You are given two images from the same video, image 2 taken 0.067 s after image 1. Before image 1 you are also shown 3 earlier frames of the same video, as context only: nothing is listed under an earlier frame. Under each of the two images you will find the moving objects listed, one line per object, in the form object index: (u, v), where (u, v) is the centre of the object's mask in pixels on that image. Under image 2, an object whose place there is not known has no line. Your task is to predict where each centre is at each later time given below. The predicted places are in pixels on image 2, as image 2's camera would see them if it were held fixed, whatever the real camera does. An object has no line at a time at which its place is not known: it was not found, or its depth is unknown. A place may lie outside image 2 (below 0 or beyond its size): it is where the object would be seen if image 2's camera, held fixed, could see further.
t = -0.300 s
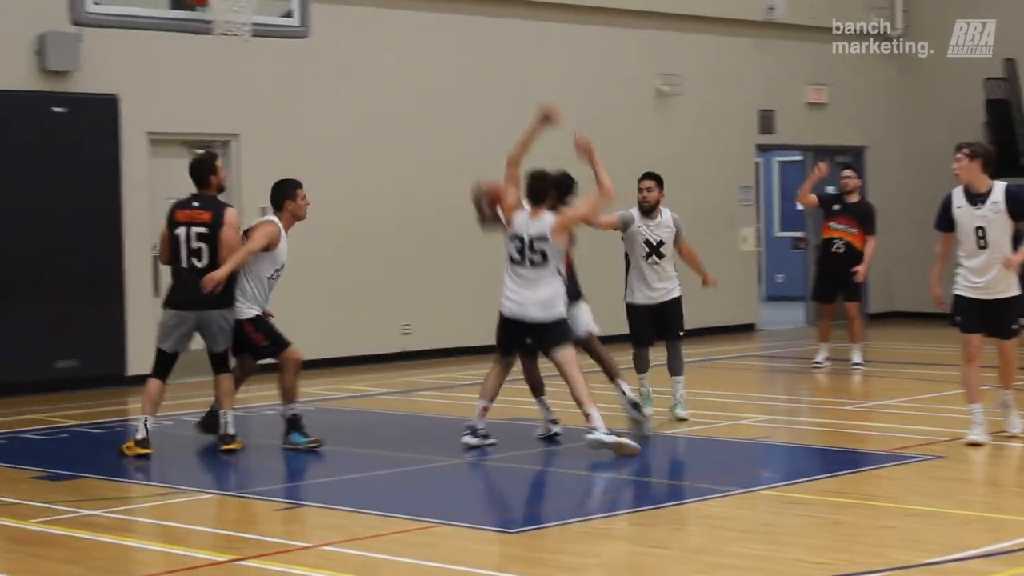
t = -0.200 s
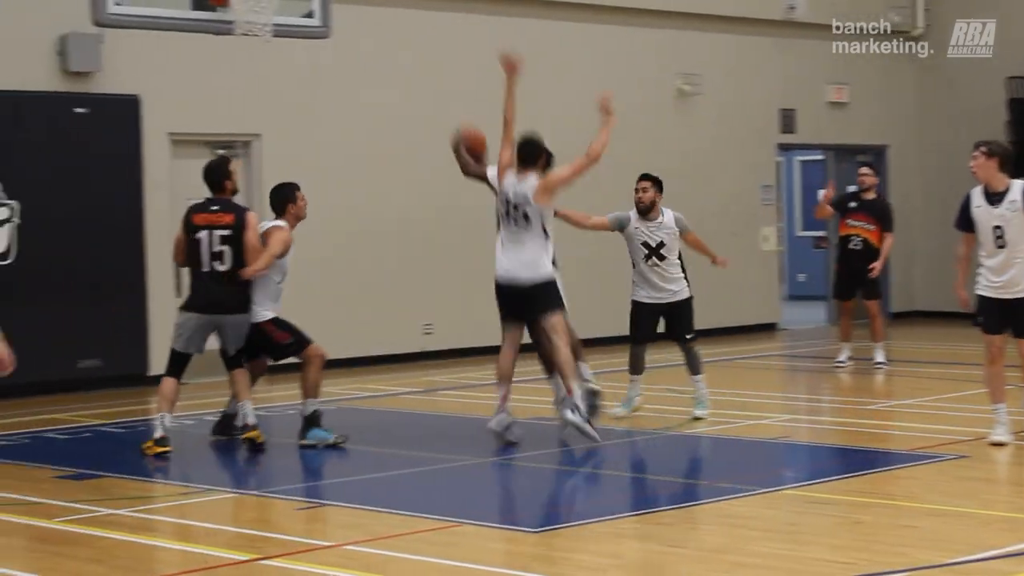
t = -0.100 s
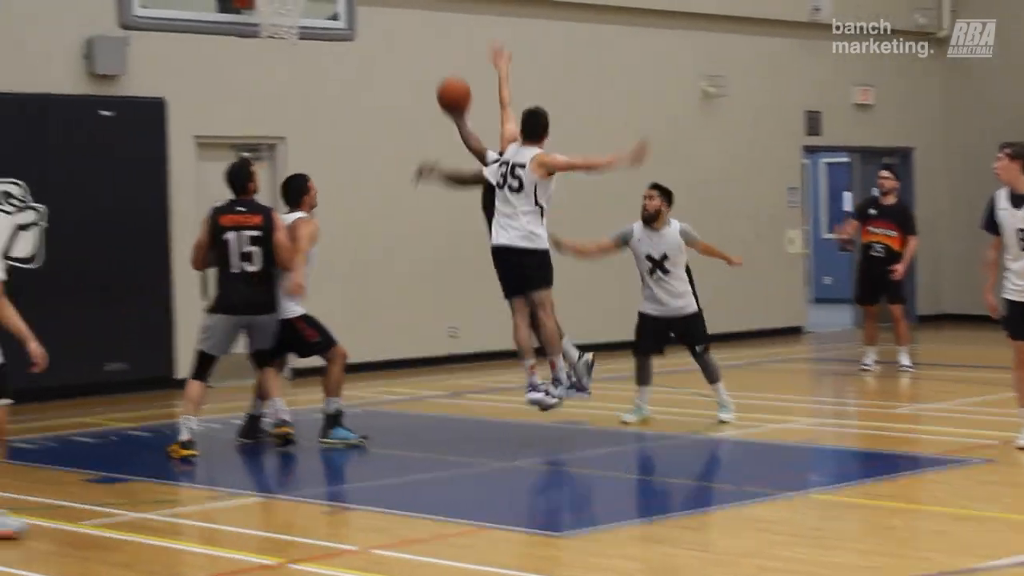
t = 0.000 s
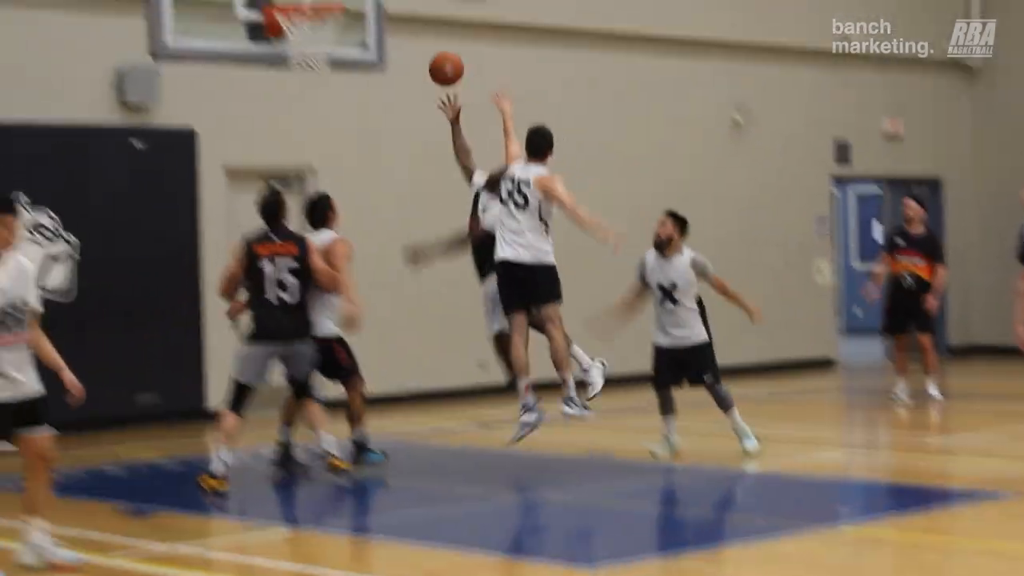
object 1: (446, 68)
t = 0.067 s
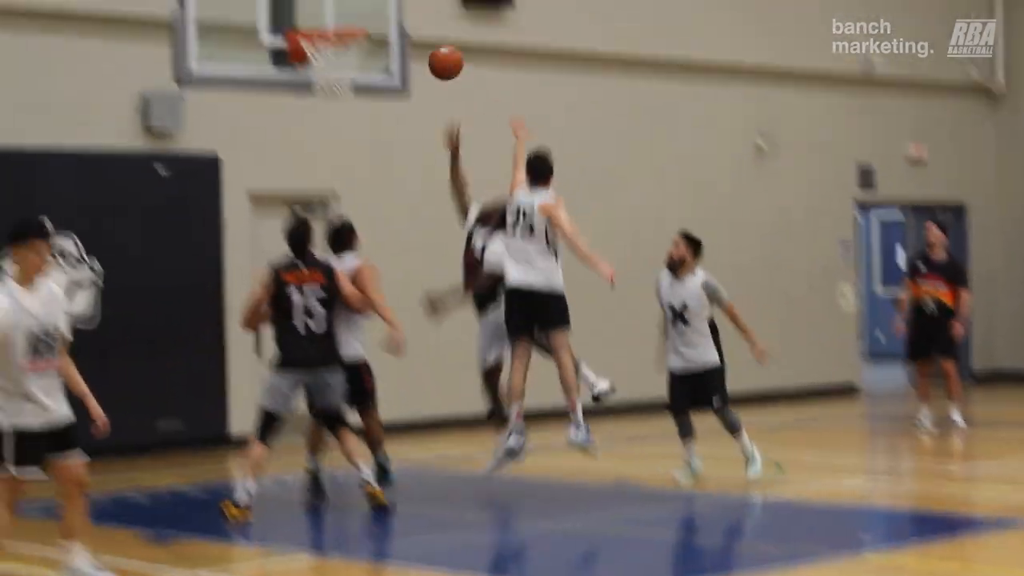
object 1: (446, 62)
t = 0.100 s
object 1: (433, 49)
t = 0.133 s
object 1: (420, 37)
